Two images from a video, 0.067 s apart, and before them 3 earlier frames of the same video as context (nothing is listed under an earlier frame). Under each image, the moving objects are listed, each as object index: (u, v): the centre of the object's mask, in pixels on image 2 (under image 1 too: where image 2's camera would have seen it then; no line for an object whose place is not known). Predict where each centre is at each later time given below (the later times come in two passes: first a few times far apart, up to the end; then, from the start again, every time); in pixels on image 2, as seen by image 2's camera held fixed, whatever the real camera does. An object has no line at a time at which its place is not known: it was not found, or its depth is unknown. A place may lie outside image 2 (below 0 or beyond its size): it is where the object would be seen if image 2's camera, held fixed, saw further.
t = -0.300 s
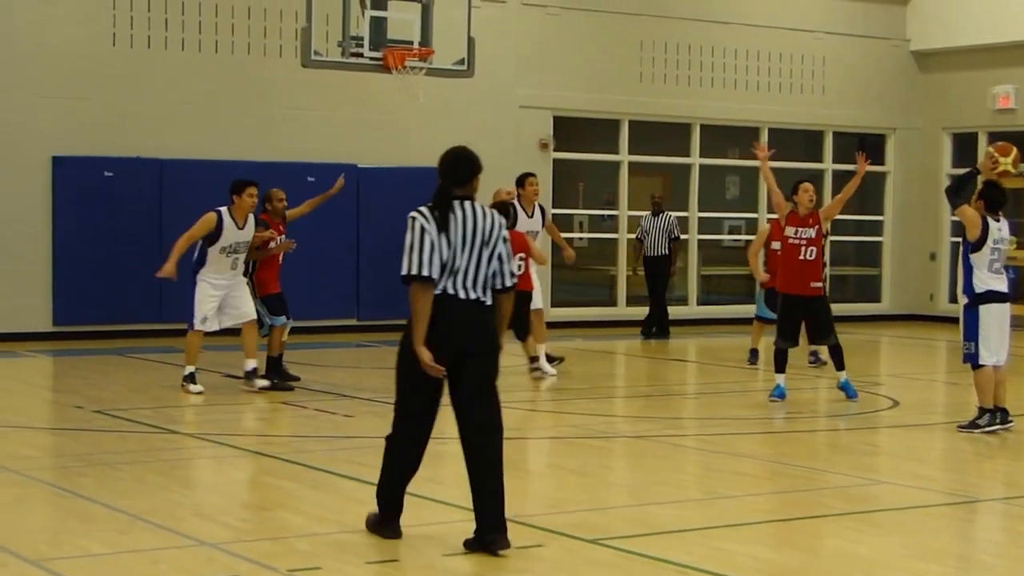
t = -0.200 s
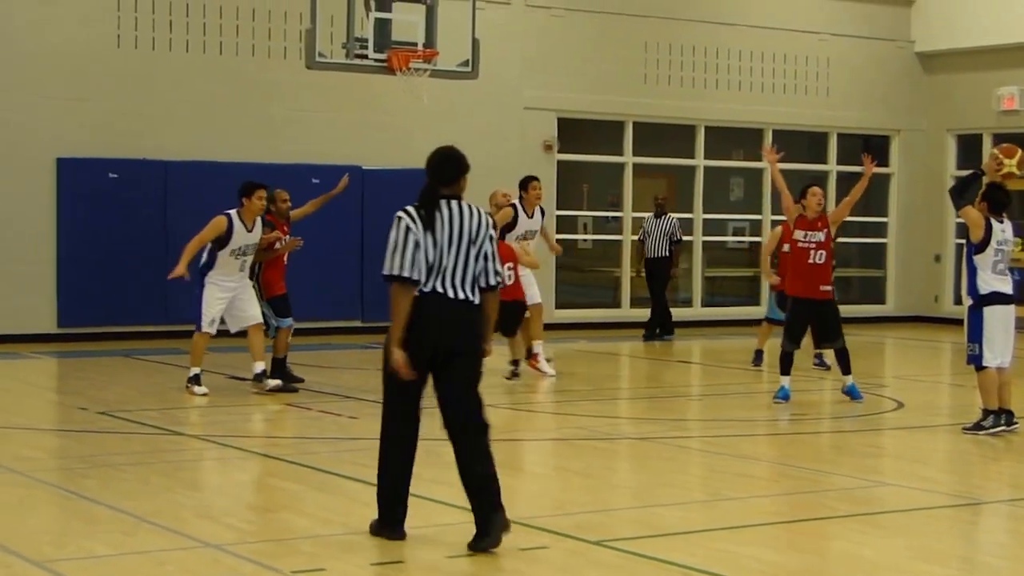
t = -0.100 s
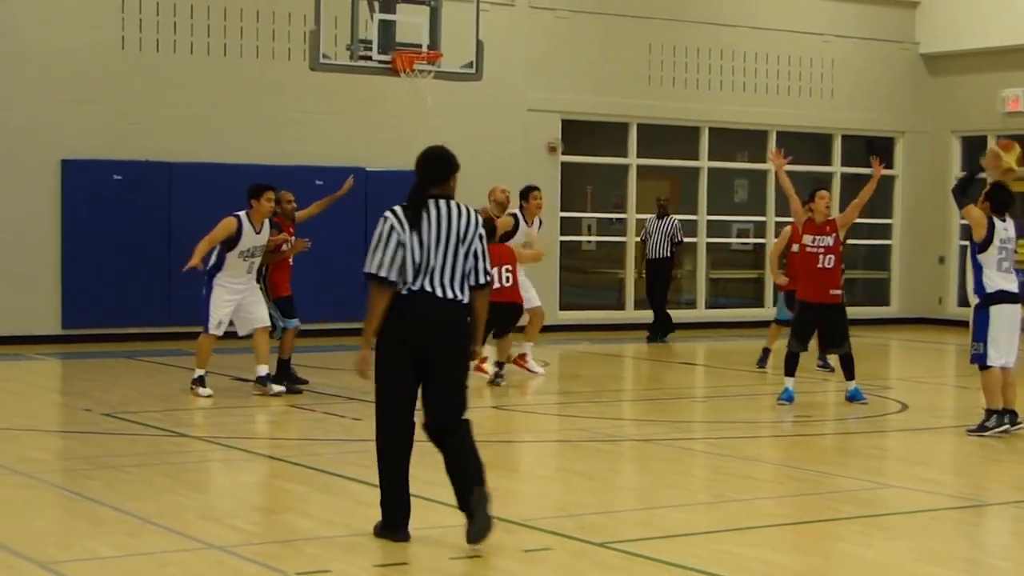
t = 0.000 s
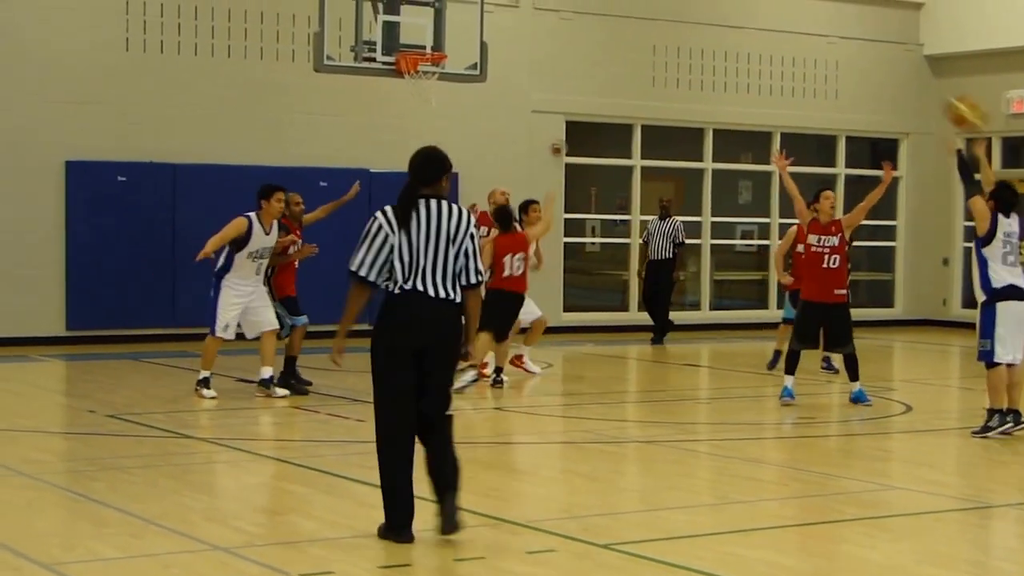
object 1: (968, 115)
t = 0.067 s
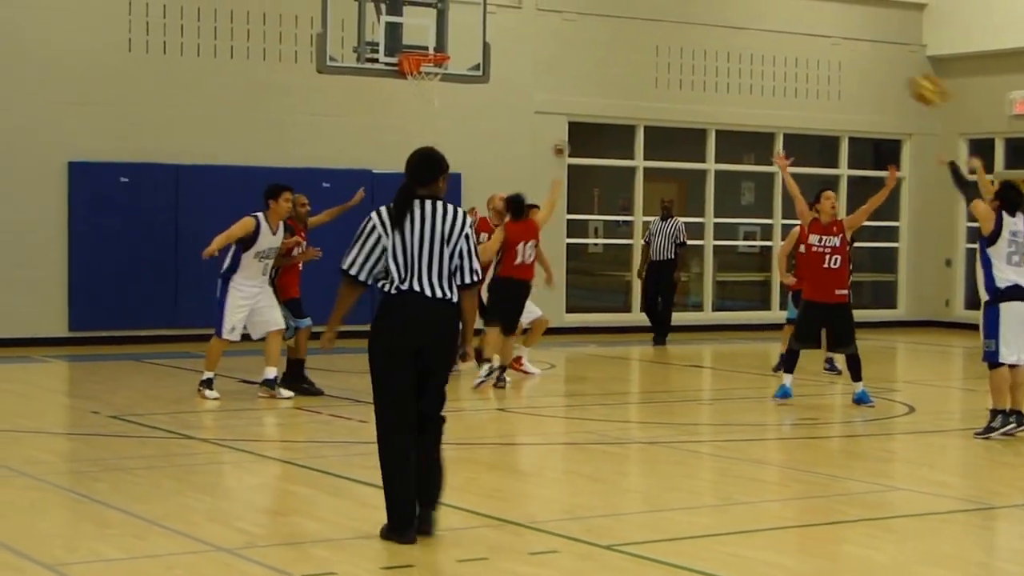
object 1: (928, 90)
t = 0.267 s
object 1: (816, 52)
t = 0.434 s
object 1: (737, 63)
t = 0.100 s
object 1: (907, 78)
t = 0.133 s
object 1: (887, 69)
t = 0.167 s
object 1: (869, 63)
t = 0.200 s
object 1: (850, 58)
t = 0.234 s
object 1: (832, 54)
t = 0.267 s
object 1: (816, 52)
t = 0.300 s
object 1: (799, 51)
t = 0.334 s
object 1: (783, 52)
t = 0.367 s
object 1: (767, 55)
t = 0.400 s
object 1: (752, 58)
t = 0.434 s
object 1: (737, 63)
